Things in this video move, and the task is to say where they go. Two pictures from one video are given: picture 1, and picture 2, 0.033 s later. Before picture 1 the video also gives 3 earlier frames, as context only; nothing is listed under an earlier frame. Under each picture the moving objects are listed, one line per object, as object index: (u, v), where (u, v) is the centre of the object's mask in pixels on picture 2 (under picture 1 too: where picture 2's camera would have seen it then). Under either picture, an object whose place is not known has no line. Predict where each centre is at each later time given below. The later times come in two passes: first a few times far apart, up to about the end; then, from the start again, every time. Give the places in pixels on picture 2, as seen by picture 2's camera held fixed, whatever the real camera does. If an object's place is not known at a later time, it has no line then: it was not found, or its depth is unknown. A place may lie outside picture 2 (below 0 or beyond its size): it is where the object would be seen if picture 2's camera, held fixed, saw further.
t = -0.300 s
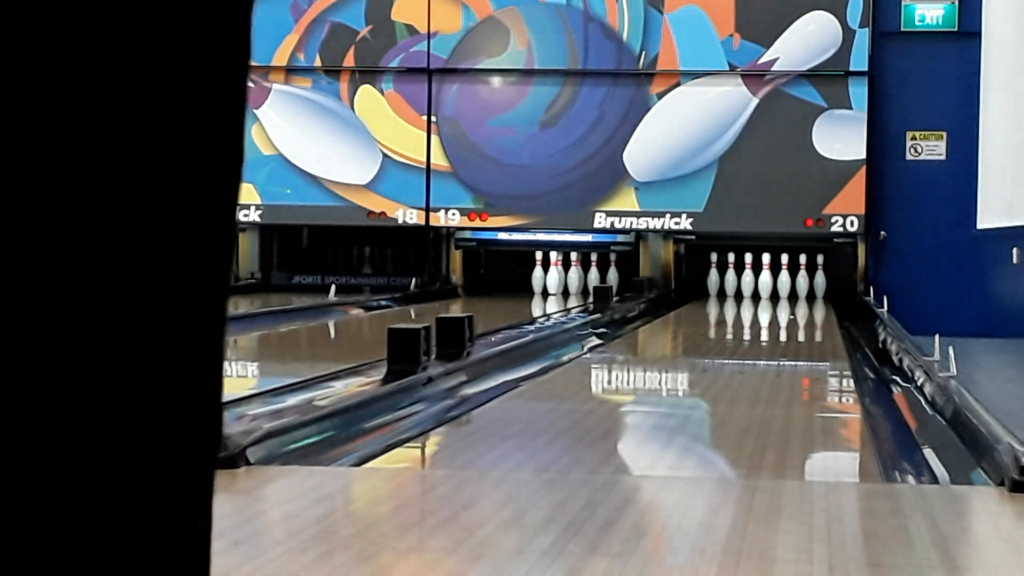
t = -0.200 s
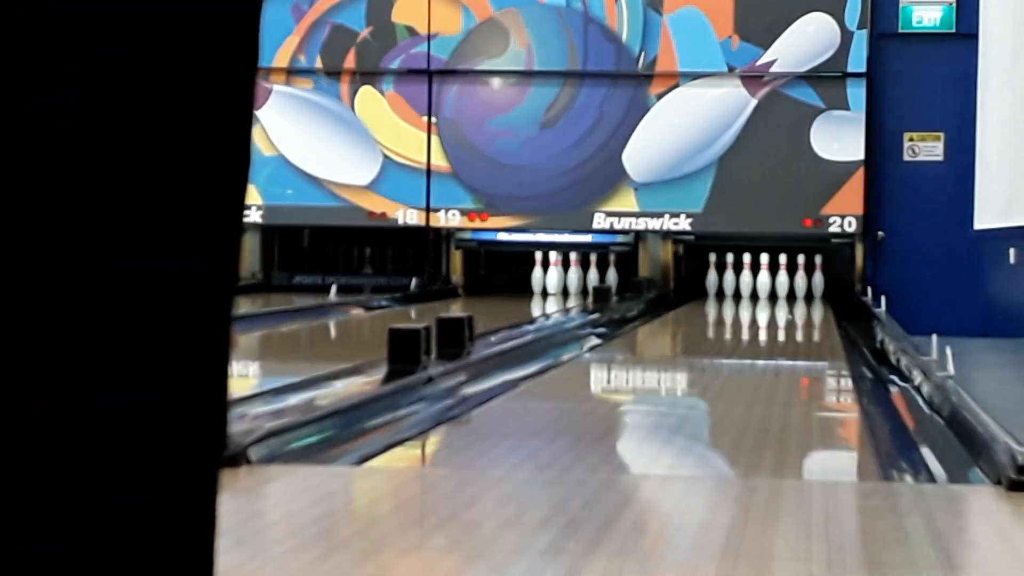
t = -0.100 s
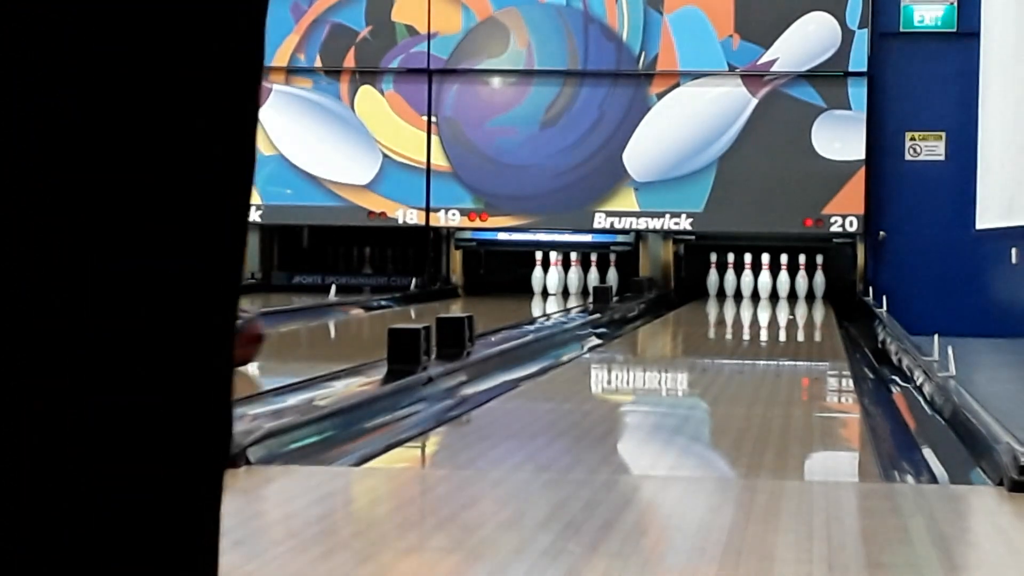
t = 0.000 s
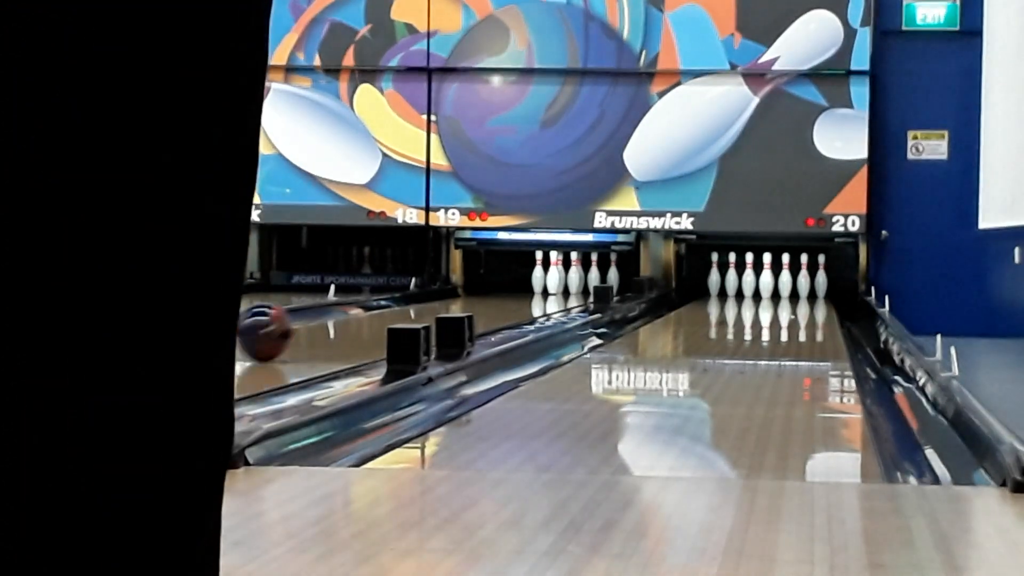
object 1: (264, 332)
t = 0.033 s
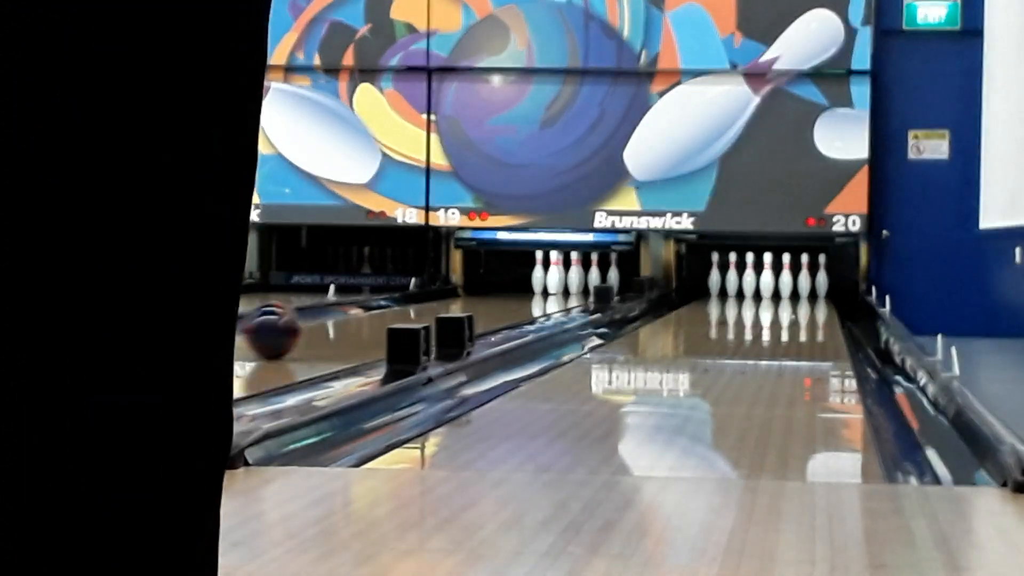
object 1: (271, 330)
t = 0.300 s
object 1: (337, 320)
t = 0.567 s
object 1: (386, 310)
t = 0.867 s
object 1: (429, 303)
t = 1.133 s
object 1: (461, 297)
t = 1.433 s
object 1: (488, 294)
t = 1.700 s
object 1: (507, 291)
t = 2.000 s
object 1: (521, 288)
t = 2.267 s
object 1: (527, 286)
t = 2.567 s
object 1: (527, 284)
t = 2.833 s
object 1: (523, 281)
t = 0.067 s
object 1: (281, 329)
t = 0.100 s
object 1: (290, 327)
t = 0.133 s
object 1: (298, 326)
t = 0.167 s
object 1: (306, 324)
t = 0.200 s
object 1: (315, 322)
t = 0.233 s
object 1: (323, 322)
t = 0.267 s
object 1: (330, 321)
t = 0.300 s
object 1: (337, 320)
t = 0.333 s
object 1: (343, 318)
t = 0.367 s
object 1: (350, 317)
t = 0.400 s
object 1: (357, 317)
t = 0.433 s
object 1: (363, 316)
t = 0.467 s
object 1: (369, 314)
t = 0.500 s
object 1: (375, 313)
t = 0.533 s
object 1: (380, 312)
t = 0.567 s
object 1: (386, 310)
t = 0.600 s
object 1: (391, 308)
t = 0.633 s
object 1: (397, 307)
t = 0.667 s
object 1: (403, 306)
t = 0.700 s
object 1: (407, 306)
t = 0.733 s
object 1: (412, 306)
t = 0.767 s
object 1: (417, 305)
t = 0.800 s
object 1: (421, 305)
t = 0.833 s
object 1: (426, 304)
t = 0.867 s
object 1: (429, 303)
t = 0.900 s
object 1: (434, 302)
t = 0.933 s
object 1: (438, 301)
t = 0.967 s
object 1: (443, 299)
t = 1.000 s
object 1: (446, 299)
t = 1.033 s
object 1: (450, 299)
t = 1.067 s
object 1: (454, 298)
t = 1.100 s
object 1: (457, 298)
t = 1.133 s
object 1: (461, 297)
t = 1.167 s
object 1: (464, 297)
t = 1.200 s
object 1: (468, 297)
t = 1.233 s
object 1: (471, 297)
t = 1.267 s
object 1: (474, 296)
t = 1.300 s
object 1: (477, 296)
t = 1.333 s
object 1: (480, 296)
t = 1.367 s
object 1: (483, 295)
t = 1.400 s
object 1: (485, 295)
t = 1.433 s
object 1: (488, 294)
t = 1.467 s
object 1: (491, 294)
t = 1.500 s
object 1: (493, 293)
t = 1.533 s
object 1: (496, 293)
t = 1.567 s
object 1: (498, 293)
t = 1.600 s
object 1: (501, 292)
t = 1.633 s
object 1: (502, 292)
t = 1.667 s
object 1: (505, 291)
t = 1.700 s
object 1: (507, 291)
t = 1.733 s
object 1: (509, 291)
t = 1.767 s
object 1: (511, 290)
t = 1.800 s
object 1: (513, 290)
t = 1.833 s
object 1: (514, 289)
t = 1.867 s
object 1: (515, 289)
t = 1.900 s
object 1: (517, 289)
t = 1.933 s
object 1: (518, 289)
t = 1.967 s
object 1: (520, 288)
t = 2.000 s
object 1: (521, 288)
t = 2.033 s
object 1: (522, 288)
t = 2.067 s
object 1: (523, 287)
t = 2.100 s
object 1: (523, 287)
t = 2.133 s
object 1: (524, 287)
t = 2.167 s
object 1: (525, 286)
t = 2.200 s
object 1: (525, 286)
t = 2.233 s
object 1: (526, 286)
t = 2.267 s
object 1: (527, 286)
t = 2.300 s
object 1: (527, 285)
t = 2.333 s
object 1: (527, 285)
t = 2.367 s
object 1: (527, 285)
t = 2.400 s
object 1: (527, 285)
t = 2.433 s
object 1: (527, 284)
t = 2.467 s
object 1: (526, 284)
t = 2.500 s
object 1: (527, 284)
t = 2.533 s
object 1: (527, 284)
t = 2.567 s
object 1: (527, 284)
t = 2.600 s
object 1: (526, 285)
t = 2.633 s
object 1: (525, 284)
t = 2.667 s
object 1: (525, 284)
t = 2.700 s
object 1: (524, 283)
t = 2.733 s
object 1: (524, 283)
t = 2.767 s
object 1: (526, 284)
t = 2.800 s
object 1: (525, 283)
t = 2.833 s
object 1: (523, 281)
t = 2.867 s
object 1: (523, 282)
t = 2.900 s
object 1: (523, 281)
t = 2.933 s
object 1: (522, 281)
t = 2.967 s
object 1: (522, 281)
